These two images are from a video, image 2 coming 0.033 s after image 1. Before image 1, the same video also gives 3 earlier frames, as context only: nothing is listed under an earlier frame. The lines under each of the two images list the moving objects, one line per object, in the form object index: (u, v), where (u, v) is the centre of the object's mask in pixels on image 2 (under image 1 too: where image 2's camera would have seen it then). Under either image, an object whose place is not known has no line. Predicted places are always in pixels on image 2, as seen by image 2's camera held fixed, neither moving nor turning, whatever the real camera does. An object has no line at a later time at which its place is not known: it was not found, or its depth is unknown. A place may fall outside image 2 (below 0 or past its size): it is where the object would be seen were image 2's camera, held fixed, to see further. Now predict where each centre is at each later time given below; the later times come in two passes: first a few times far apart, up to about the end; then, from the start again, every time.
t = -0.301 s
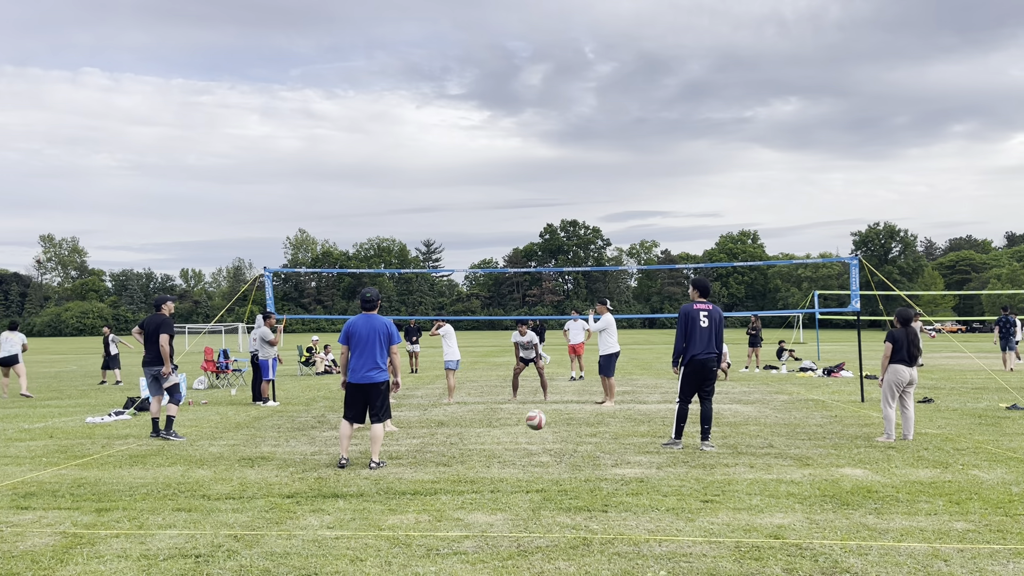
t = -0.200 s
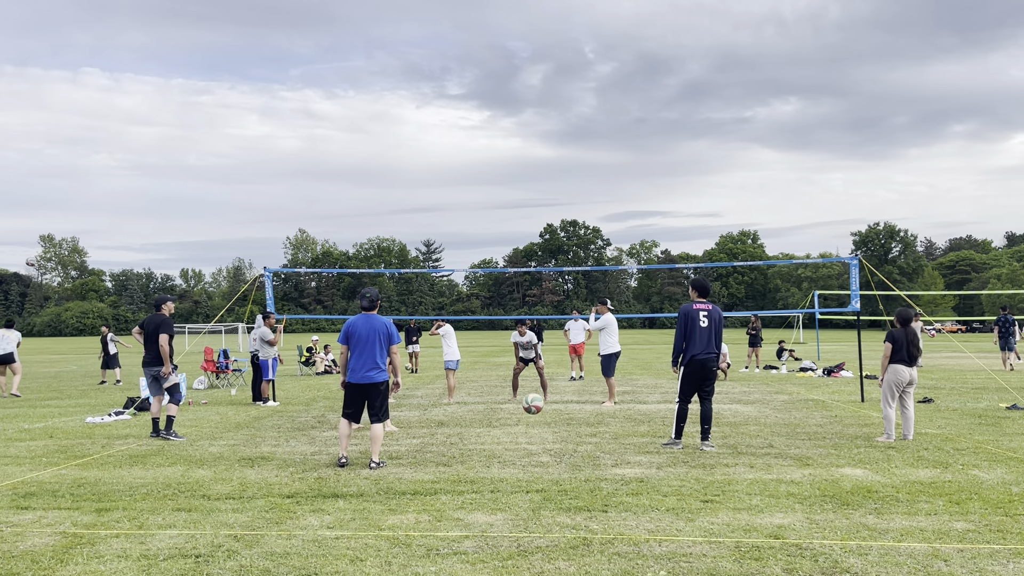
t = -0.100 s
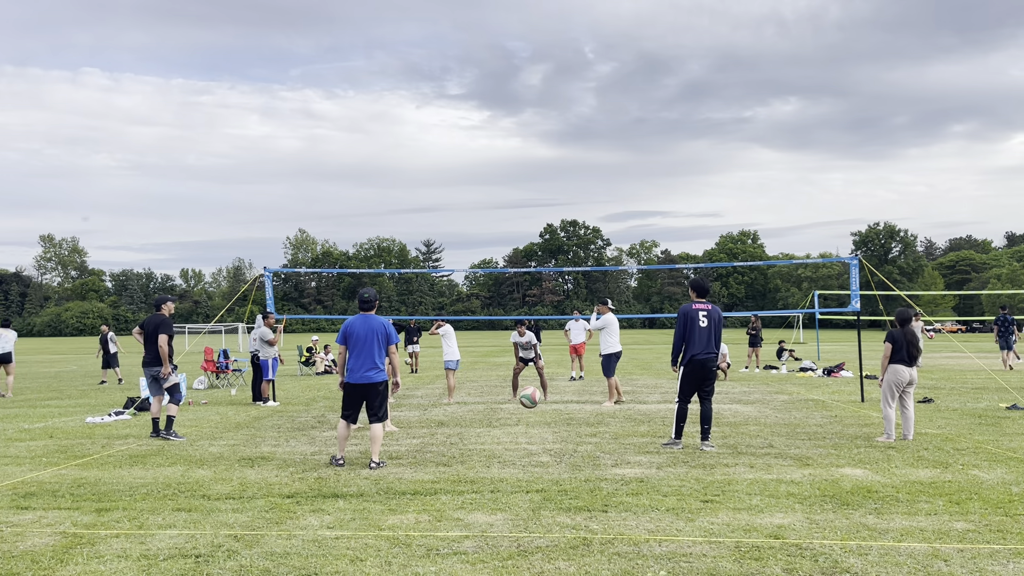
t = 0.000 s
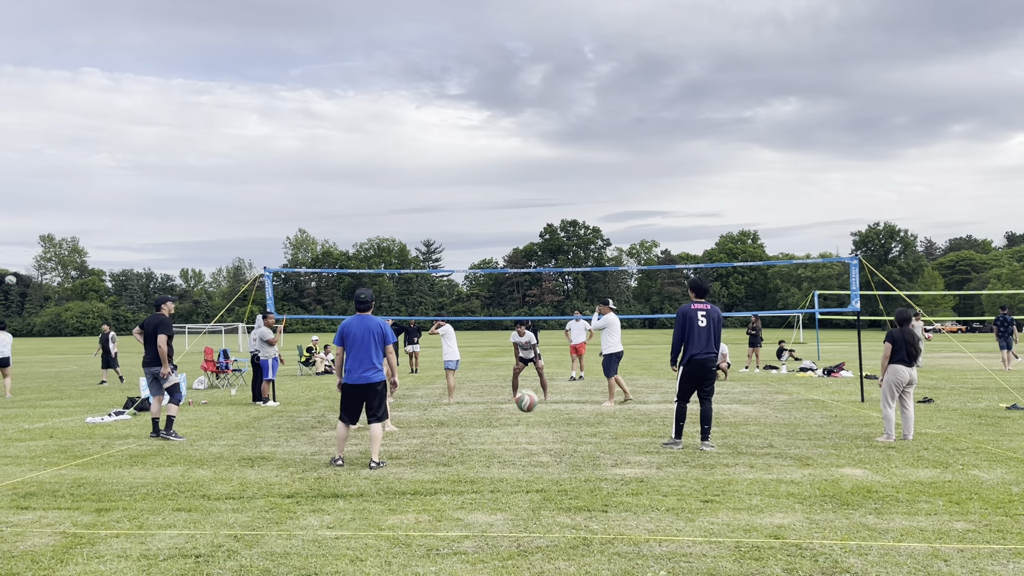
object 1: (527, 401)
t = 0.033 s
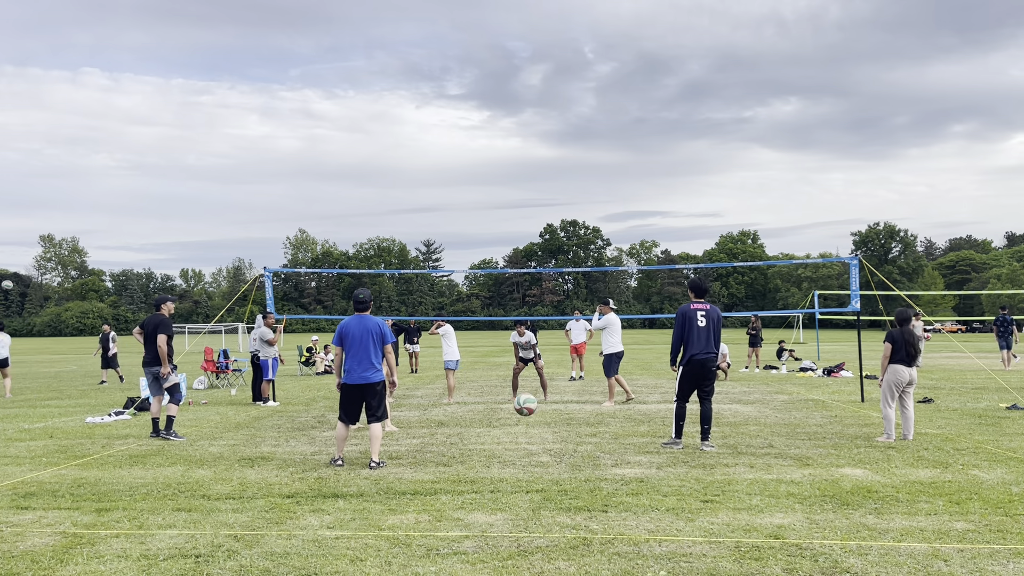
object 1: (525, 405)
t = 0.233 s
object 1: (519, 456)
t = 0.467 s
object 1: (511, 444)
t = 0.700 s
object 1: (504, 467)
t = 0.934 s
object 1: (494, 495)
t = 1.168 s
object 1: (483, 532)
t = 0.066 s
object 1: (524, 410)
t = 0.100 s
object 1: (523, 416)
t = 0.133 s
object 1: (522, 424)
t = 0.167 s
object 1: (521, 433)
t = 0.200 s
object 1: (520, 444)
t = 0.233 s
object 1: (519, 456)
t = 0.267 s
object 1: (518, 470)
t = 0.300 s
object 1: (517, 470)
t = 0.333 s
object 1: (515, 463)
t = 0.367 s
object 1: (515, 456)
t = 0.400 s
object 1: (513, 451)
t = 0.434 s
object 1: (513, 447)
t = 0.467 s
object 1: (511, 444)
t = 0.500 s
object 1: (510, 443)
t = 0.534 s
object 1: (509, 443)
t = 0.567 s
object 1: (508, 445)
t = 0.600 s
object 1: (507, 448)
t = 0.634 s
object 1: (506, 452)
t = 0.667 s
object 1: (505, 459)
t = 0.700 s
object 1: (504, 467)
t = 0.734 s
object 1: (502, 476)
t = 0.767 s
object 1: (501, 488)
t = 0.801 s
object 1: (500, 501)
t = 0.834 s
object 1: (498, 505)
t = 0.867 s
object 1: (497, 500)
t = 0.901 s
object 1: (496, 497)
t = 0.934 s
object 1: (494, 495)
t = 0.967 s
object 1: (493, 494)
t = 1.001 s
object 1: (491, 495)
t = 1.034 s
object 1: (489, 499)
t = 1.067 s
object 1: (488, 504)
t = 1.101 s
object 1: (486, 511)
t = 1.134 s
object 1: (485, 520)
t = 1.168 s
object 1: (483, 532)
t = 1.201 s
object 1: (481, 542)
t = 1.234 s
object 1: (479, 536)
